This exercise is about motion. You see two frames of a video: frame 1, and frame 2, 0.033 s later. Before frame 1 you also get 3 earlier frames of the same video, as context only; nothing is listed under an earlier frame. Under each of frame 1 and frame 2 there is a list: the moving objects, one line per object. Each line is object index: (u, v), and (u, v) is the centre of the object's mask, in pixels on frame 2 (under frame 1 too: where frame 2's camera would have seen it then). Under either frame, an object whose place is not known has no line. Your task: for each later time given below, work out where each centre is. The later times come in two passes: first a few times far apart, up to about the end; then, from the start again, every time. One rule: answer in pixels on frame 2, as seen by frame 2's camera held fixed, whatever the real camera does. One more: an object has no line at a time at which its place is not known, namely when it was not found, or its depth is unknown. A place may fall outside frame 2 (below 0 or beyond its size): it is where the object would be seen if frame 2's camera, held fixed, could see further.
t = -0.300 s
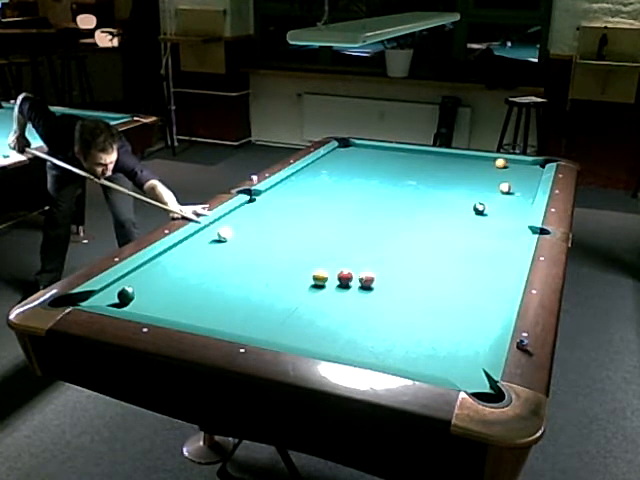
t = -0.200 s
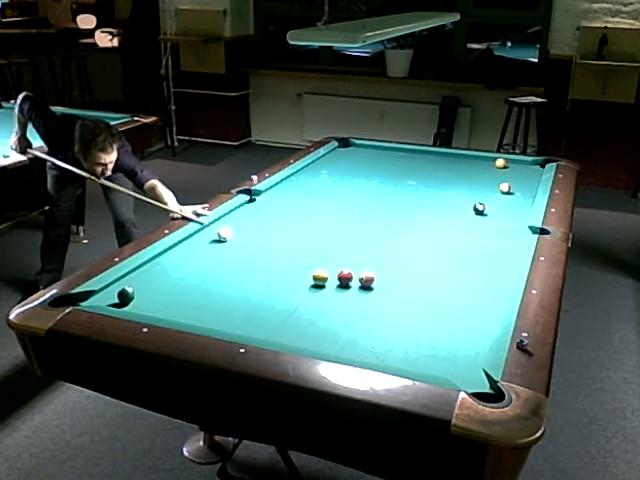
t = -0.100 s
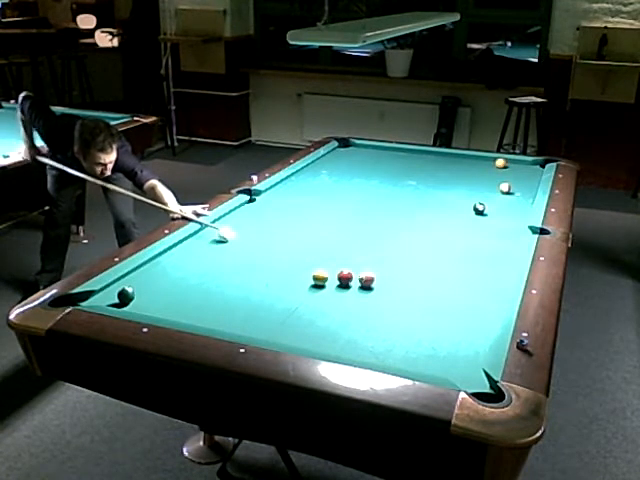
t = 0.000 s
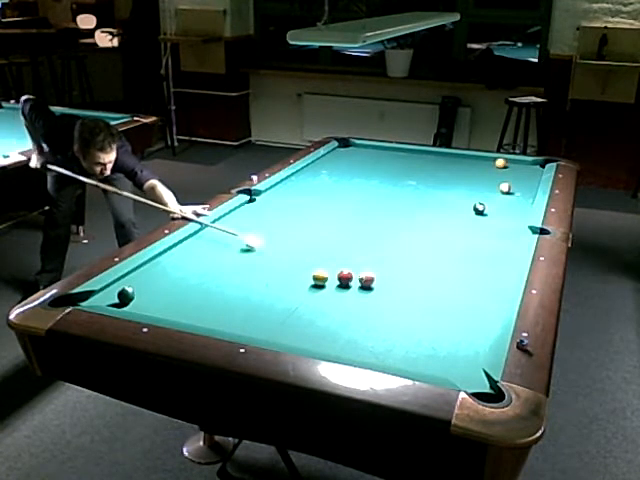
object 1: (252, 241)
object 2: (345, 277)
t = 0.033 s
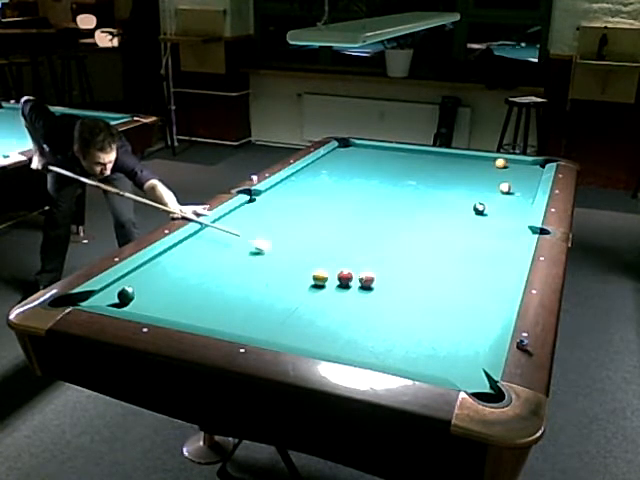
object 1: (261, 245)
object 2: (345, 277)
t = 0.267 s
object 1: (329, 267)
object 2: (345, 277)
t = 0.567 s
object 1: (392, 270)
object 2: (378, 306)
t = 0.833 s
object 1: (444, 271)
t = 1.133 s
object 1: (502, 272)
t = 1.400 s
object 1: (481, 265)
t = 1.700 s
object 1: (458, 258)
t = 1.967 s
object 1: (440, 251)
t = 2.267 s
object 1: (421, 245)
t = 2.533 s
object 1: (407, 240)
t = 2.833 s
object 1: (392, 235)
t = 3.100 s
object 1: (381, 231)
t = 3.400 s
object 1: (370, 228)
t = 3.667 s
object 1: (362, 224)
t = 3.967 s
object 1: (353, 221)
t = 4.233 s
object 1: (346, 219)
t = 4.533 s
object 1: (340, 216)
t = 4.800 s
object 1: (336, 215)
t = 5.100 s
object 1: (332, 213)
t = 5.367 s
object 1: (329, 213)
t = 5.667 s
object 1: (327, 211)
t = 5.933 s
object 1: (326, 211)
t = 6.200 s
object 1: (326, 210)
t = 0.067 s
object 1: (271, 248)
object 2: (345, 277)
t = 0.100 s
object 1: (280, 251)
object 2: (345, 277)
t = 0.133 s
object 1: (290, 254)
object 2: (345, 277)
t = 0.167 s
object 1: (299, 257)
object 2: (345, 277)
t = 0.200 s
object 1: (309, 260)
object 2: (345, 277)
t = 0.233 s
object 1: (319, 262)
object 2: (345, 277)
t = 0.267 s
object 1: (329, 267)
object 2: (345, 277)
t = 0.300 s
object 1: (338, 268)
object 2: (344, 278)
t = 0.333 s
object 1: (344, 268)
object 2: (349, 280)
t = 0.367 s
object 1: (351, 269)
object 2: (354, 285)
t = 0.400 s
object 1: (357, 268)
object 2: (359, 290)
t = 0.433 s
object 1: (363, 268)
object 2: (363, 293)
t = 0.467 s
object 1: (373, 268)
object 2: (366, 296)
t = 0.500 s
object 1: (378, 270)
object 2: (371, 299)
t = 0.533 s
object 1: (384, 270)
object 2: (374, 303)
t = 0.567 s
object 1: (392, 270)
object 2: (378, 306)
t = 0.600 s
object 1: (398, 270)
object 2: (382, 309)
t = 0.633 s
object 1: (405, 270)
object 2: (386, 313)
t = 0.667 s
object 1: (412, 271)
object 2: (390, 317)
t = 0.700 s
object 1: (418, 271)
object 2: (394, 321)
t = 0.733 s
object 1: (424, 271)
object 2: (398, 324)
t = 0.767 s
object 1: (431, 271)
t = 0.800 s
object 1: (438, 271)
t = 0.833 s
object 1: (444, 271)
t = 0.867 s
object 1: (451, 271)
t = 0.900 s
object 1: (458, 271)
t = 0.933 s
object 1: (464, 271)
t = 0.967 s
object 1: (471, 272)
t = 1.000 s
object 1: (477, 272)
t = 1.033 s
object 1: (484, 272)
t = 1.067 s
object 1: (490, 272)
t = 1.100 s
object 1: (496, 272)
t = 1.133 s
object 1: (502, 272)
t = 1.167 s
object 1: (502, 272)
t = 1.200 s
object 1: (498, 271)
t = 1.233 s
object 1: (495, 270)
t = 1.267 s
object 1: (492, 269)
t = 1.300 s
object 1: (489, 268)
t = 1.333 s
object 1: (487, 267)
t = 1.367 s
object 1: (484, 267)
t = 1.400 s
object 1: (481, 265)
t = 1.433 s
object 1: (478, 265)
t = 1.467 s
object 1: (476, 264)
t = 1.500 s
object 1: (473, 263)
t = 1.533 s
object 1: (470, 262)
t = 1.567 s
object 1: (468, 261)
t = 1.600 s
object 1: (466, 260)
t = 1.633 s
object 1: (463, 260)
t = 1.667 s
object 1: (460, 258)
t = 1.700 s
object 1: (458, 258)
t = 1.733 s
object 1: (455, 257)
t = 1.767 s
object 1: (454, 257)
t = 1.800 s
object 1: (451, 254)
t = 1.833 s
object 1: (449, 254)
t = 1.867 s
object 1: (446, 254)
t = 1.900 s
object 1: (444, 253)
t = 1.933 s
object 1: (442, 252)
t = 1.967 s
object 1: (440, 251)
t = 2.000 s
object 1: (437, 250)
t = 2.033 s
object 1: (436, 250)
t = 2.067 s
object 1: (433, 250)
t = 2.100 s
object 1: (431, 248)
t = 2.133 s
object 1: (429, 247)
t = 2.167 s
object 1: (427, 247)
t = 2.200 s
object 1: (425, 246)
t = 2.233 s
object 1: (424, 246)
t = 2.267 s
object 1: (421, 245)
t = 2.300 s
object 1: (419, 244)
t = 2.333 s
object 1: (417, 243)
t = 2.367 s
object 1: (415, 243)
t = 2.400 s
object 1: (414, 243)
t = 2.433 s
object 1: (412, 242)
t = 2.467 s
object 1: (410, 242)
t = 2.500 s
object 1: (408, 240)
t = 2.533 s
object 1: (407, 240)
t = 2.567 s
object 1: (405, 239)
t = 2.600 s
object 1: (404, 239)
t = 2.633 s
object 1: (402, 238)
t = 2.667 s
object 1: (400, 238)
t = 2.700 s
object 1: (399, 237)
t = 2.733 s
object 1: (397, 237)
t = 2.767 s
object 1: (396, 236)
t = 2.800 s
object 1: (394, 236)
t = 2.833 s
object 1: (392, 235)
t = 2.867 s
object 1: (391, 235)
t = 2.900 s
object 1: (389, 234)
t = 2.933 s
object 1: (388, 234)
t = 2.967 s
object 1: (386, 233)
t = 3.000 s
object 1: (385, 232)
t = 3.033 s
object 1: (384, 232)
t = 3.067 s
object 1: (382, 232)
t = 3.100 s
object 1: (381, 231)
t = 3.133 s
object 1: (380, 231)
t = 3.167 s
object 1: (378, 231)
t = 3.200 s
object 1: (377, 230)
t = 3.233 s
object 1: (375, 230)
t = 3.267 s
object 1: (374, 229)
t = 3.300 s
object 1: (373, 229)
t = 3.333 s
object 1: (372, 229)
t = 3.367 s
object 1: (371, 228)
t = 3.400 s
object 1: (370, 228)
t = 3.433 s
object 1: (368, 227)
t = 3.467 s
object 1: (367, 227)
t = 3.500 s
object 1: (366, 226)
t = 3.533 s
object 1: (365, 226)
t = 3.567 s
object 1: (365, 225)
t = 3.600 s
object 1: (363, 225)
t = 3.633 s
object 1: (362, 224)
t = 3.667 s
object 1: (362, 224)
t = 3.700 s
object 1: (360, 223)
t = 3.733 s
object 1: (360, 223)
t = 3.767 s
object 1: (359, 223)
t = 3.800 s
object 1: (358, 223)
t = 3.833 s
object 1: (357, 222)
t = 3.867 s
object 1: (356, 222)
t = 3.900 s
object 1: (355, 222)
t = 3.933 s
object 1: (354, 221)
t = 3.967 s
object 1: (353, 221)
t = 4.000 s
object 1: (352, 221)
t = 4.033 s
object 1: (351, 221)
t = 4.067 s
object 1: (350, 220)
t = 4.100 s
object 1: (350, 220)
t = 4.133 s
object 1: (349, 219)
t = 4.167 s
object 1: (348, 219)
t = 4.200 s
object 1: (347, 219)
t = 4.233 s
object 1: (346, 219)
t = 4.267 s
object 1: (346, 218)
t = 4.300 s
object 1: (345, 218)
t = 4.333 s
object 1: (344, 218)
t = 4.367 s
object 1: (344, 218)
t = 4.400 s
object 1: (343, 217)
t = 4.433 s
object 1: (343, 217)
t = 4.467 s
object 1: (342, 217)
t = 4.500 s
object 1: (341, 217)
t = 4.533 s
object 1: (340, 216)
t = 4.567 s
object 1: (340, 216)
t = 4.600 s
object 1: (339, 216)
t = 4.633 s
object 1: (339, 216)
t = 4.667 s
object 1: (338, 215)
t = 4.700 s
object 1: (337, 215)
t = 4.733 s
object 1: (337, 215)
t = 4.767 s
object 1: (337, 214)
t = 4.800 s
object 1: (336, 215)
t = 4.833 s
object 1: (336, 214)
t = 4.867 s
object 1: (335, 214)
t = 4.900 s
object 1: (335, 214)
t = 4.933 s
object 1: (335, 214)
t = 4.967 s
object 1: (334, 214)
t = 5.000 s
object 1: (333, 214)
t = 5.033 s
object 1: (333, 213)
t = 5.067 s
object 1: (332, 213)
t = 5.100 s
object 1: (332, 213)
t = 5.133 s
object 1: (331, 213)
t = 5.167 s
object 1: (331, 213)
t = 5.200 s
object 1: (330, 213)
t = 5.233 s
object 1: (330, 213)
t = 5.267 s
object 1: (330, 213)
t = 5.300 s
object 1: (329, 213)
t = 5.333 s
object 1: (329, 212)
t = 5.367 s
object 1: (329, 213)
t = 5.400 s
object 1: (329, 212)
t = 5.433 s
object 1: (328, 212)
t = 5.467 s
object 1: (328, 212)
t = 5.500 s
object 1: (328, 212)
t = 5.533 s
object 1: (328, 212)
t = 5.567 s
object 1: (327, 212)
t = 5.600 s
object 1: (328, 211)
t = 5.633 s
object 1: (327, 211)
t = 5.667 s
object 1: (327, 211)
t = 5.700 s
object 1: (327, 211)
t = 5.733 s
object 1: (327, 211)
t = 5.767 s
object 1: (327, 211)
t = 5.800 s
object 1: (326, 211)
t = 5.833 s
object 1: (326, 211)
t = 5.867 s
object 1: (326, 211)
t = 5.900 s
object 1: (326, 211)
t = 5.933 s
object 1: (326, 211)
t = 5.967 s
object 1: (326, 211)
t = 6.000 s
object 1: (326, 211)
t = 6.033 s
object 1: (326, 211)
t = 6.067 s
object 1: (326, 210)
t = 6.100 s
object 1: (326, 211)
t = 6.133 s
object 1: (326, 210)
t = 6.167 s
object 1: (326, 210)
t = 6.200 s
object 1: (326, 210)
